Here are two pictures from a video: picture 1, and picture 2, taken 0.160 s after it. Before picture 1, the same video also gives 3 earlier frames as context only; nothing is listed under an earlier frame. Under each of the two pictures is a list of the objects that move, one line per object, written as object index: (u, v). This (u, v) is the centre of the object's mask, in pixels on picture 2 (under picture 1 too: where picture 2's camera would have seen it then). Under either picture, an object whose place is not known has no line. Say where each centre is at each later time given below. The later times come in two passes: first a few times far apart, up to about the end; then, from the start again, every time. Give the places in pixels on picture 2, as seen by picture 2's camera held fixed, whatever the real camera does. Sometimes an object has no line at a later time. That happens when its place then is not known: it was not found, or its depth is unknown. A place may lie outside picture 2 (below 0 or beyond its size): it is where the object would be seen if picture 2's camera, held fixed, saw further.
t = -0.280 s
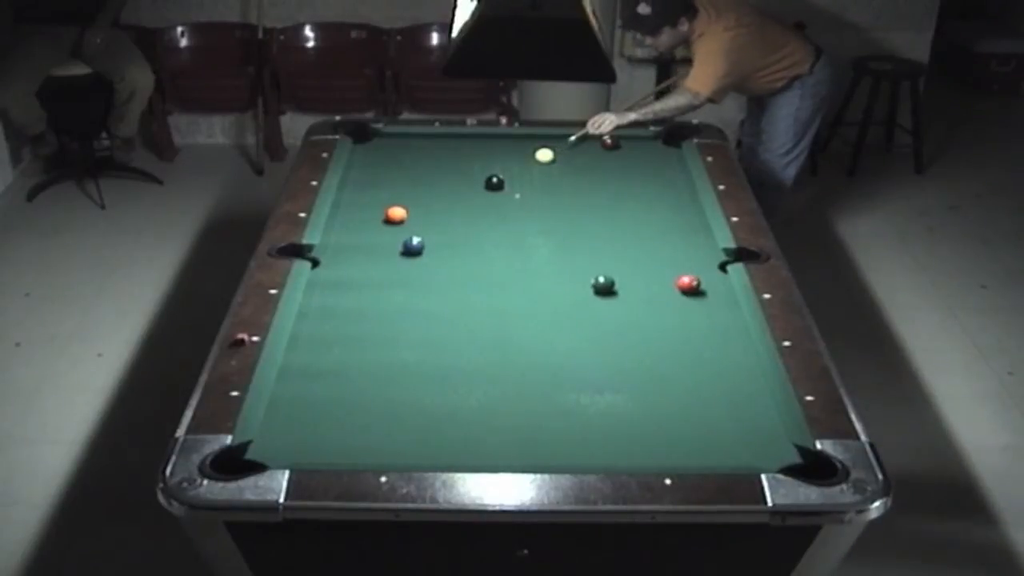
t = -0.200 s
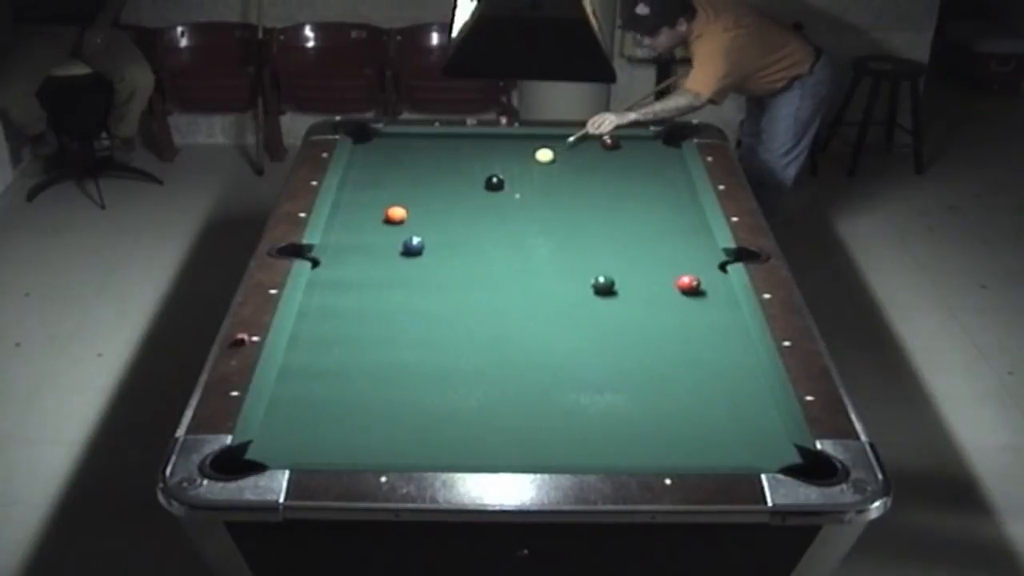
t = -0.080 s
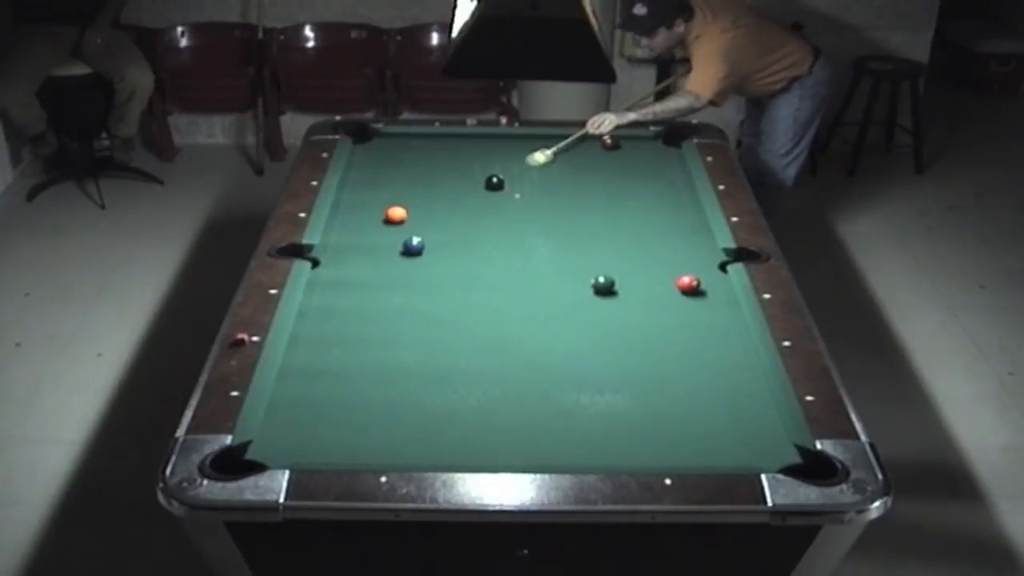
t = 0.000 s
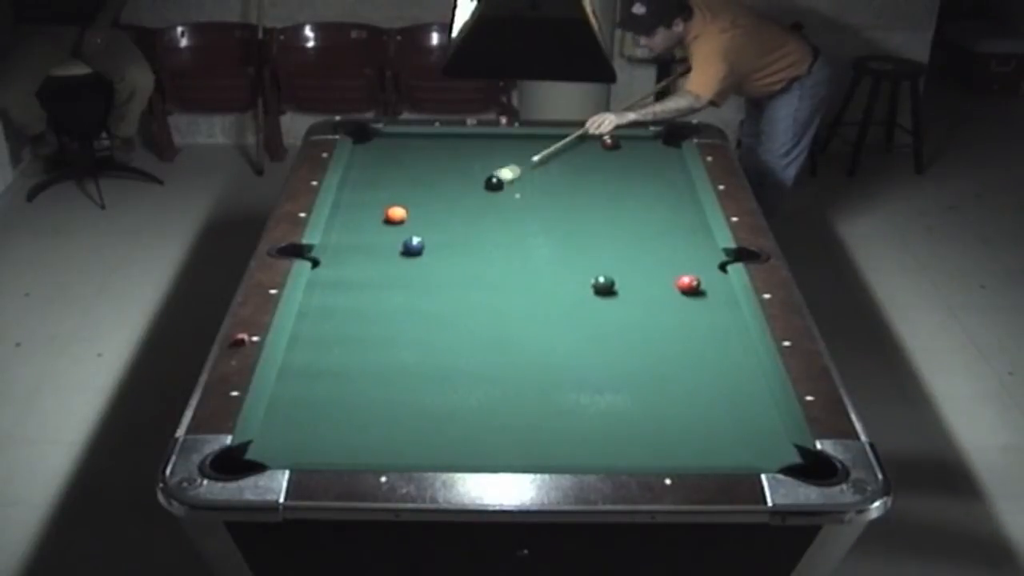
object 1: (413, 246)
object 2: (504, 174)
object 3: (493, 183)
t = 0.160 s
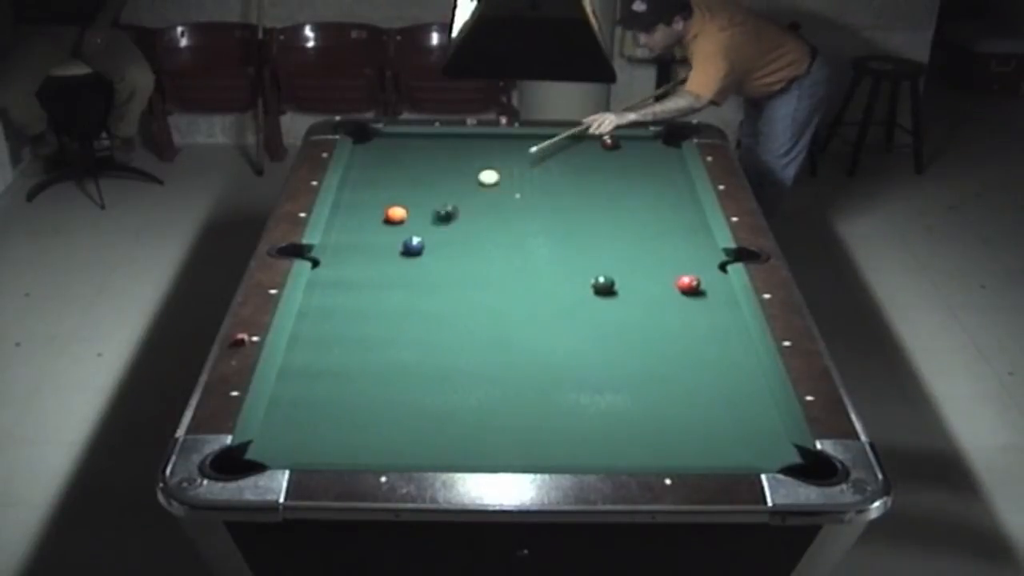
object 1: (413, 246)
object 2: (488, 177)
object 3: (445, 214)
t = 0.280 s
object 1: (412, 246)
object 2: (475, 180)
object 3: (409, 234)
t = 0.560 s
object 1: (432, 273)
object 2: (445, 185)
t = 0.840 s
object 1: (451, 300)
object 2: (417, 191)
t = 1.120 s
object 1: (472, 328)
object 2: (390, 196)
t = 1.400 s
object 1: (494, 358)
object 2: (366, 201)
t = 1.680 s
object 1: (516, 388)
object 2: (344, 206)
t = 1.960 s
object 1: (539, 419)
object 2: (349, 209)
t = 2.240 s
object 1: (563, 447)
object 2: (358, 212)
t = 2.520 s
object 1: (580, 451)
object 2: (366, 214)
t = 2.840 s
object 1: (591, 431)
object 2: (372, 216)
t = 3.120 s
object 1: (600, 417)
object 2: (376, 217)
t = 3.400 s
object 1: (608, 405)
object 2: (376, 217)
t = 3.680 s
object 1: (613, 394)
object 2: (376, 218)
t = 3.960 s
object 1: (618, 386)
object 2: (376, 218)
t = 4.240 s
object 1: (622, 379)
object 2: (376, 218)
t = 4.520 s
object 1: (625, 375)
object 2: (376, 218)
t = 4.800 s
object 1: (629, 372)
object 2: (376, 218)
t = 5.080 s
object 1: (631, 371)
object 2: (376, 218)
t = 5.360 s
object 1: (631, 371)
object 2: (376, 218)
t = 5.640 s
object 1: (631, 371)
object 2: (376, 218)
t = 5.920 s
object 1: (631, 371)
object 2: (376, 218)
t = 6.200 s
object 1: (631, 371)
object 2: (376, 218)
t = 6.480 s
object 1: (631, 371)
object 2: (376, 218)
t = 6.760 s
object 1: (631, 371)
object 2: (376, 218)
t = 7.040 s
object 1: (631, 371)
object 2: (376, 218)
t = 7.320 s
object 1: (631, 372)
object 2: (376, 218)
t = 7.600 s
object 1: (631, 371)
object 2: (376, 218)
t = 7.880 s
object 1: (631, 371)
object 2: (376, 218)
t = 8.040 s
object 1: (631, 372)
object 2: (376, 218)
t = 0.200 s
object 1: (412, 246)
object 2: (484, 178)
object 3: (433, 221)
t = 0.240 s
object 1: (412, 246)
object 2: (480, 179)
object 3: (422, 228)
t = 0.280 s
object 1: (412, 246)
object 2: (475, 180)
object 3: (409, 234)
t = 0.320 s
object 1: (415, 249)
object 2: (471, 181)
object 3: (395, 240)
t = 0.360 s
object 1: (419, 254)
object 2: (466, 181)
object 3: (382, 243)
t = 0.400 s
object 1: (421, 259)
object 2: (462, 182)
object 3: (368, 246)
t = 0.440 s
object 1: (424, 262)
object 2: (458, 183)
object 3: (354, 249)
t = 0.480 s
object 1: (427, 266)
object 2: (454, 184)
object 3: (340, 252)
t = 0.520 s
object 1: (429, 269)
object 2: (449, 184)
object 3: (326, 255)
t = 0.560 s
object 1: (432, 273)
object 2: (445, 185)
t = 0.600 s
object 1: (435, 277)
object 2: (441, 186)
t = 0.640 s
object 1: (437, 280)
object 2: (437, 187)
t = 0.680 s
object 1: (440, 285)
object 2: (433, 187)
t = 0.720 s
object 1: (443, 289)
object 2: (429, 188)
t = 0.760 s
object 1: (446, 292)
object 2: (425, 189)
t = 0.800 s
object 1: (448, 296)
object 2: (421, 189)
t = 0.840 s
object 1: (451, 300)
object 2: (417, 191)
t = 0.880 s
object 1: (454, 304)
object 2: (413, 191)
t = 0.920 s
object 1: (457, 308)
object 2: (410, 192)
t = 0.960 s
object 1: (460, 312)
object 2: (406, 193)
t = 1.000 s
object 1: (463, 317)
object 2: (402, 193)
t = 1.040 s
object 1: (466, 320)
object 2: (398, 194)
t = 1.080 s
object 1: (469, 325)
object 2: (394, 195)
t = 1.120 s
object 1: (472, 328)
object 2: (390, 196)
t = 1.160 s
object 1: (475, 333)
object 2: (387, 196)
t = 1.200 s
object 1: (478, 337)
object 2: (383, 197)
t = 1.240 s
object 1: (481, 341)
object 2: (380, 198)
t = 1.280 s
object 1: (484, 345)
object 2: (376, 199)
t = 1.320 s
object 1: (487, 349)
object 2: (373, 200)
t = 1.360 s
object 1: (490, 353)
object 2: (370, 200)
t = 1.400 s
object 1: (494, 358)
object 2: (366, 201)
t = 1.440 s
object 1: (497, 362)
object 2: (363, 202)
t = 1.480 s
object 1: (500, 366)
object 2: (359, 203)
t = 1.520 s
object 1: (503, 371)
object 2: (357, 203)
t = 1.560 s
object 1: (506, 375)
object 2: (353, 204)
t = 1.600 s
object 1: (509, 379)
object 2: (350, 205)
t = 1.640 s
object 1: (513, 383)
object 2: (347, 206)
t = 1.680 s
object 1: (516, 388)
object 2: (344, 206)
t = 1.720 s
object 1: (519, 392)
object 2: (341, 207)
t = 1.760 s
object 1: (523, 397)
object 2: (342, 207)
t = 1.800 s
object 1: (526, 401)
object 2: (343, 208)
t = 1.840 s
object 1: (529, 405)
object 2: (345, 208)
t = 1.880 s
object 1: (533, 410)
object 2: (346, 208)
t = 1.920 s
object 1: (536, 414)
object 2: (348, 209)
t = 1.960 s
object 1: (539, 419)
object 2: (349, 209)
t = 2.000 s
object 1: (542, 421)
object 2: (350, 210)
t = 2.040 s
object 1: (546, 426)
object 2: (352, 210)
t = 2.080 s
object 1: (549, 430)
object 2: (353, 211)
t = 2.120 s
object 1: (553, 434)
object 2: (355, 211)
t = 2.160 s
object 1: (556, 438)
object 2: (356, 211)
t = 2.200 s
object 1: (559, 443)
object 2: (357, 212)
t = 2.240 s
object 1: (563, 447)
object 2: (358, 212)
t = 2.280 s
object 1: (567, 451)
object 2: (360, 212)
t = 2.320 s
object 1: (570, 453)
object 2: (361, 212)
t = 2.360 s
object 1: (573, 456)
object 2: (362, 213)
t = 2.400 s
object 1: (575, 455)
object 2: (363, 213)
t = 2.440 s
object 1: (577, 453)
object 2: (364, 213)
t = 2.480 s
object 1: (578, 452)
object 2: (365, 213)
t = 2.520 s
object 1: (580, 451)
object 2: (366, 214)
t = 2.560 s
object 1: (582, 450)
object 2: (367, 214)
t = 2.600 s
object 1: (583, 445)
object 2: (368, 214)
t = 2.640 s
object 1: (584, 443)
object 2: (369, 215)
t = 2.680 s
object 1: (586, 440)
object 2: (370, 215)
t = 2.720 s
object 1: (587, 438)
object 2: (370, 215)
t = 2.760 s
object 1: (588, 435)
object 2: (371, 215)
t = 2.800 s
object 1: (590, 433)
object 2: (372, 216)
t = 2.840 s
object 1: (591, 431)
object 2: (372, 216)
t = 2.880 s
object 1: (592, 429)
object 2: (373, 216)
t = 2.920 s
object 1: (594, 426)
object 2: (373, 216)
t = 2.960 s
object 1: (595, 425)
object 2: (374, 216)
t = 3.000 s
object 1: (596, 422)
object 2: (374, 217)
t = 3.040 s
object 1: (597, 420)
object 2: (375, 216)
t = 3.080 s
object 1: (599, 418)
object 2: (375, 217)
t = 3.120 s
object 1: (600, 417)
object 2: (376, 217)
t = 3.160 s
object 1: (601, 415)
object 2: (376, 217)
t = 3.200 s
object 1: (602, 413)
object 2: (376, 217)
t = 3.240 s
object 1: (603, 411)
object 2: (376, 217)
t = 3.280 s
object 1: (604, 410)
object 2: (376, 217)
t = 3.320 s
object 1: (605, 408)
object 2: (376, 217)
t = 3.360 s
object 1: (607, 407)
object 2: (376, 217)
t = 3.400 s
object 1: (608, 405)
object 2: (376, 217)
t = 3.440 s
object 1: (608, 403)
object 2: (376, 217)
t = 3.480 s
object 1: (609, 402)
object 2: (376, 217)
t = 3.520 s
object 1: (610, 400)
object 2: (376, 217)
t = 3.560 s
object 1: (611, 399)
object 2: (376, 217)
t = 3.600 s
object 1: (612, 398)
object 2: (376, 217)
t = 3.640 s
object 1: (613, 396)
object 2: (376, 217)
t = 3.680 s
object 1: (613, 394)
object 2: (376, 218)
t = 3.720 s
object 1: (614, 393)
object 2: (376, 218)
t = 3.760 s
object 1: (615, 392)
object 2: (376, 218)
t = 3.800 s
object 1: (615, 391)
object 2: (376, 218)
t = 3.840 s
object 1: (616, 389)
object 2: (376, 218)
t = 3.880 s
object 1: (616, 388)
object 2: (376, 218)
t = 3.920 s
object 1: (617, 387)
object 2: (376, 218)
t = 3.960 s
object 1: (618, 386)
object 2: (376, 218)
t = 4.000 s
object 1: (618, 384)
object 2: (376, 218)
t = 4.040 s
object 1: (619, 383)
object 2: (376, 218)
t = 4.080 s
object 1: (619, 382)
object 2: (376, 218)
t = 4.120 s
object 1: (620, 382)
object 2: (376, 218)
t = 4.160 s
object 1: (621, 381)
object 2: (376, 218)
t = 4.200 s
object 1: (621, 380)
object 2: (376, 218)
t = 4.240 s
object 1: (622, 379)
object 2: (376, 218)
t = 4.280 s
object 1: (622, 379)
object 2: (376, 218)
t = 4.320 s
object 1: (623, 378)
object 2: (376, 218)
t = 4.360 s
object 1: (623, 378)
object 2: (376, 218)
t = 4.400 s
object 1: (624, 377)
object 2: (376, 218)
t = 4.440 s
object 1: (625, 376)
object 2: (376, 218)
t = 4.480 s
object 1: (625, 376)
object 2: (376, 218)
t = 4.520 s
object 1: (625, 375)
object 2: (376, 218)
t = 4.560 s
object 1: (626, 375)
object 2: (376, 218)
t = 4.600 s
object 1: (626, 375)
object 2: (376, 218)
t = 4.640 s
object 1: (627, 374)
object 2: (376, 218)
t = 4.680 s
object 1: (627, 374)
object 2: (376, 218)
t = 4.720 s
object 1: (628, 373)
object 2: (376, 218)
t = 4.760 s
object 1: (628, 372)
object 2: (376, 218)
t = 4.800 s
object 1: (629, 372)
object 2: (376, 218)
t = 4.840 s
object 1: (629, 372)
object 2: (376, 218)
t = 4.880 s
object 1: (629, 372)
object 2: (376, 218)
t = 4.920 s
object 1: (630, 372)
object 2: (376, 218)
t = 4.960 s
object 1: (630, 371)
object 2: (376, 218)
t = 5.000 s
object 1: (630, 371)
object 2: (376, 218)
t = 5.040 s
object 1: (631, 371)
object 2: (376, 218)
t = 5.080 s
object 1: (631, 371)
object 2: (376, 218)
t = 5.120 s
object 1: (631, 371)
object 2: (376, 217)
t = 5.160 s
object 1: (631, 371)
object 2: (376, 218)
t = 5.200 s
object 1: (631, 371)
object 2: (376, 218)
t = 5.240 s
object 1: (631, 371)
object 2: (376, 218)
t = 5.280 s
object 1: (631, 371)
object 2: (376, 218)
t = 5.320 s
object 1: (631, 371)
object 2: (376, 218)
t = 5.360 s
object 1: (631, 371)
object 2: (376, 218)
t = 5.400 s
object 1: (631, 371)
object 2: (376, 218)
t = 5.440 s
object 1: (631, 371)
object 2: (376, 218)
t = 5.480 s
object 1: (631, 371)
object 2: (376, 218)
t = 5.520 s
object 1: (631, 371)
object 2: (376, 218)
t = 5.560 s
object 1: (631, 371)
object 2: (376, 218)
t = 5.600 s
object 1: (631, 371)
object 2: (376, 218)
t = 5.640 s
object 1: (631, 371)
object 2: (376, 218)
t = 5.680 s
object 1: (631, 371)
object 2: (376, 218)
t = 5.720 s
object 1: (631, 371)
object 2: (376, 218)
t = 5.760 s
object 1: (631, 371)
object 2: (376, 218)
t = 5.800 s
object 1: (631, 371)
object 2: (376, 218)
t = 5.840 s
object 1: (631, 371)
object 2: (376, 218)
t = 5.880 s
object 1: (631, 371)
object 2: (376, 218)
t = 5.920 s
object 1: (631, 371)
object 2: (376, 218)
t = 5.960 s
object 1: (631, 371)
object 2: (376, 218)
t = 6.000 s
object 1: (631, 371)
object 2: (376, 218)
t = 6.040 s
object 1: (631, 371)
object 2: (376, 218)
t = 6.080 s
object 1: (631, 371)
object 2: (376, 218)
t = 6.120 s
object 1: (631, 371)
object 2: (376, 218)
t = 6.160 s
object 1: (631, 371)
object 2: (376, 218)
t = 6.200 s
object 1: (631, 371)
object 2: (376, 218)
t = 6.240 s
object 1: (631, 371)
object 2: (376, 218)
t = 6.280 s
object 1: (631, 371)
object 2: (376, 218)
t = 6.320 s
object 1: (631, 371)
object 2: (376, 218)
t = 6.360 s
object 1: (631, 371)
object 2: (376, 218)
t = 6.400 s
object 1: (631, 371)
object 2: (376, 218)
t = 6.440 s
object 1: (631, 371)
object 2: (376, 218)
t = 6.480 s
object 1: (631, 371)
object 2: (376, 218)
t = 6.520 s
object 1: (631, 371)
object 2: (376, 218)
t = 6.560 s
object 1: (631, 371)
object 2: (376, 218)
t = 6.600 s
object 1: (631, 371)
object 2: (376, 218)
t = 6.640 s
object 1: (631, 371)
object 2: (376, 218)
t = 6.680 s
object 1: (631, 371)
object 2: (376, 218)
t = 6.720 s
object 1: (631, 371)
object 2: (376, 218)
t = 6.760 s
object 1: (631, 371)
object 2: (376, 218)
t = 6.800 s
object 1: (631, 371)
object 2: (376, 218)
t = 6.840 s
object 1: (631, 371)
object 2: (376, 218)
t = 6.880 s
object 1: (631, 371)
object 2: (376, 218)
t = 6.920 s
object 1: (631, 371)
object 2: (376, 218)
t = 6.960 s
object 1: (631, 371)
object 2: (376, 218)
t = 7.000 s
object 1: (631, 371)
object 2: (376, 218)
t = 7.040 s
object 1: (631, 371)
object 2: (376, 218)
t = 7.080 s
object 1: (631, 371)
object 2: (376, 218)
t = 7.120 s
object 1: (631, 372)
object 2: (376, 218)
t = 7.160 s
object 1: (631, 372)
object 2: (376, 218)
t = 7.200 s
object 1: (631, 372)
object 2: (376, 218)
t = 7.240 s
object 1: (631, 372)
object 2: (376, 218)
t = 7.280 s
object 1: (631, 372)
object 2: (376, 218)
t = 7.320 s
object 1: (631, 372)
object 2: (376, 218)
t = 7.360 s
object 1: (631, 372)
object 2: (376, 218)
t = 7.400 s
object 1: (631, 371)
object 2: (376, 218)
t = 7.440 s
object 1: (631, 371)
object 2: (376, 218)
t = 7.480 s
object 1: (631, 371)
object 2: (376, 218)
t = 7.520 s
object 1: (631, 371)
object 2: (376, 218)
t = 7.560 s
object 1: (631, 371)
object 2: (376, 218)
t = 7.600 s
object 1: (631, 371)
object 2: (376, 218)
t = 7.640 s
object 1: (631, 371)
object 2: (376, 218)
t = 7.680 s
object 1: (631, 371)
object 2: (376, 218)
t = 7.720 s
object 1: (631, 371)
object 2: (376, 218)
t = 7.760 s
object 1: (631, 371)
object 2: (376, 218)
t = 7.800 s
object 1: (631, 371)
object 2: (376, 218)
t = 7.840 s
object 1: (631, 371)
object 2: (376, 218)
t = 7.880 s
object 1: (631, 371)
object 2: (376, 218)
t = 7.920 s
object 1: (631, 371)
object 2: (376, 218)
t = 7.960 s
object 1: (631, 371)
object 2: (376, 218)
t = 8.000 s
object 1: (631, 371)
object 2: (376, 218)
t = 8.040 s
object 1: (631, 372)
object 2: (376, 218)
